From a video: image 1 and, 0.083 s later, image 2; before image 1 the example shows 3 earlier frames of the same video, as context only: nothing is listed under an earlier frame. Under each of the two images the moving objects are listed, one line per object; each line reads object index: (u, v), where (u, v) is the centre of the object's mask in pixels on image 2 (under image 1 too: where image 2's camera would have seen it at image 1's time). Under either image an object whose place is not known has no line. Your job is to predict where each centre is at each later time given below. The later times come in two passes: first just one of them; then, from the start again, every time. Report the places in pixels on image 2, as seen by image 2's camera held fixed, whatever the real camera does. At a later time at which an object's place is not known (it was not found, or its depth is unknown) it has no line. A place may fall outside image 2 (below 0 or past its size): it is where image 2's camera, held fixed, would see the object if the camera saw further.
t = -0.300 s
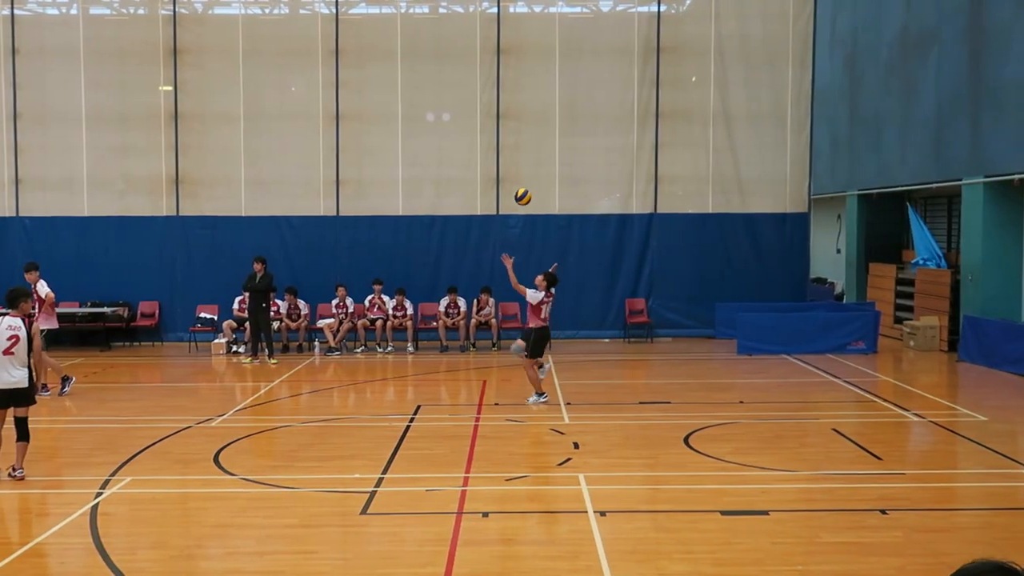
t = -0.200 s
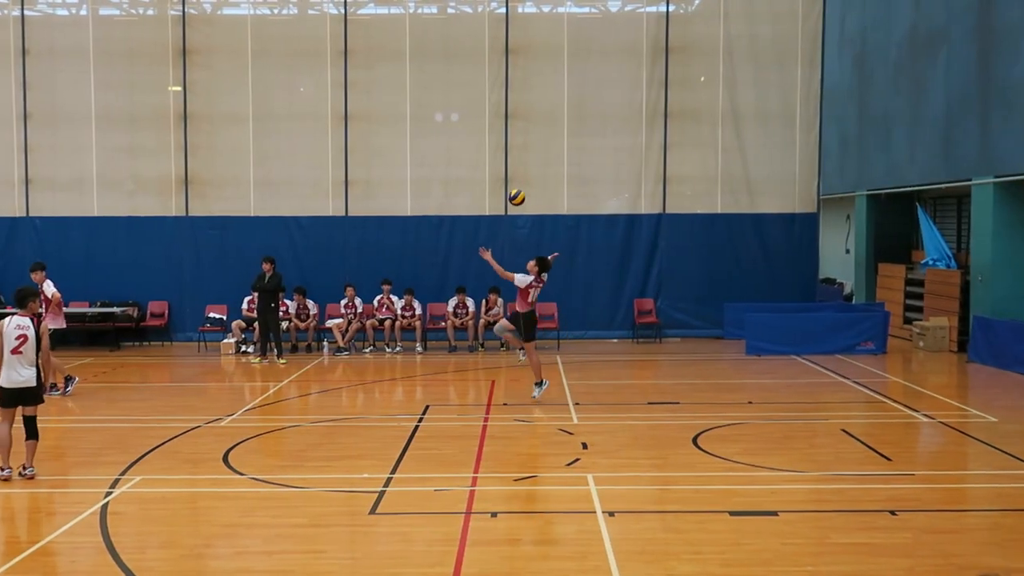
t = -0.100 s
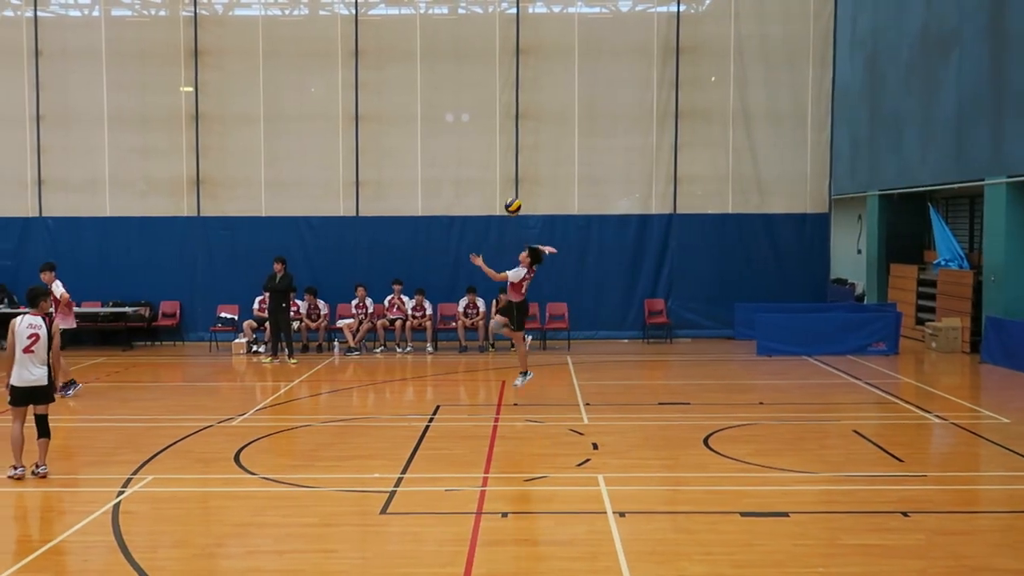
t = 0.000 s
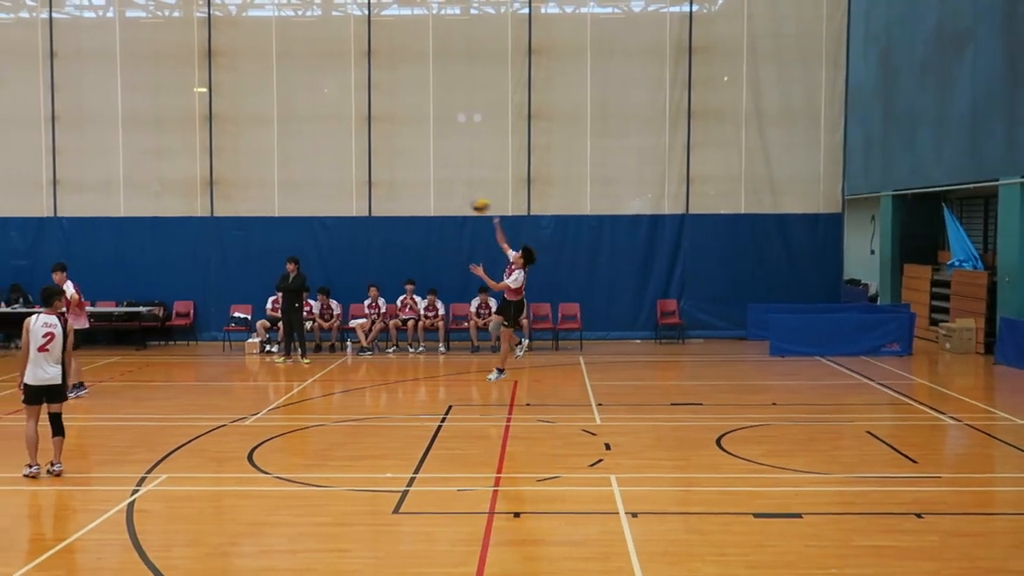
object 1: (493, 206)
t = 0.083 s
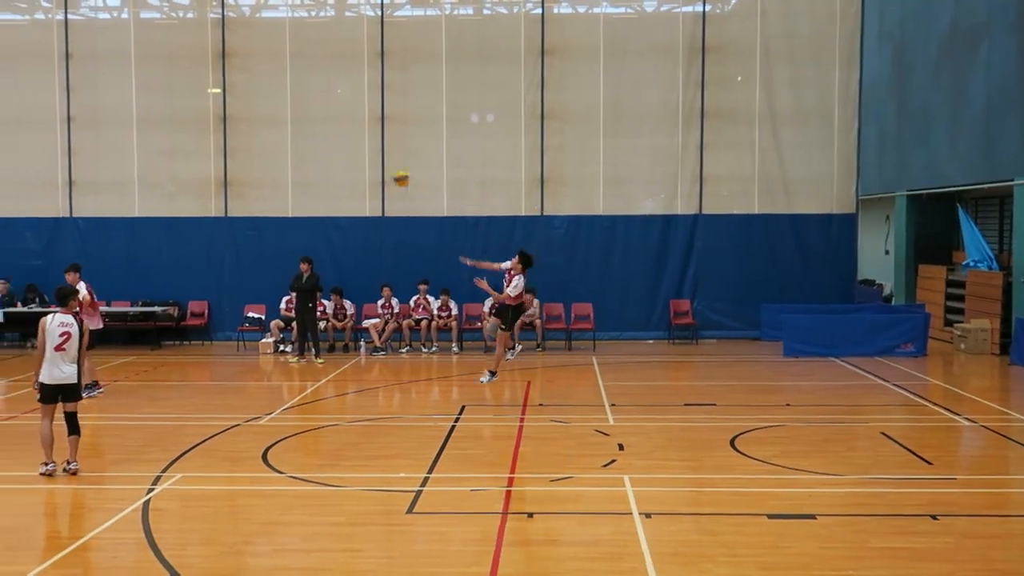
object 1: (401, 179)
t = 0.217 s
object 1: (268, 146)
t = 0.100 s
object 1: (383, 174)
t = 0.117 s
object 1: (366, 168)
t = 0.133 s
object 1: (349, 164)
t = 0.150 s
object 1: (333, 159)
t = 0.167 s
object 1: (316, 156)
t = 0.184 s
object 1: (300, 152)
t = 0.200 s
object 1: (284, 148)
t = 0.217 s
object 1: (268, 146)
